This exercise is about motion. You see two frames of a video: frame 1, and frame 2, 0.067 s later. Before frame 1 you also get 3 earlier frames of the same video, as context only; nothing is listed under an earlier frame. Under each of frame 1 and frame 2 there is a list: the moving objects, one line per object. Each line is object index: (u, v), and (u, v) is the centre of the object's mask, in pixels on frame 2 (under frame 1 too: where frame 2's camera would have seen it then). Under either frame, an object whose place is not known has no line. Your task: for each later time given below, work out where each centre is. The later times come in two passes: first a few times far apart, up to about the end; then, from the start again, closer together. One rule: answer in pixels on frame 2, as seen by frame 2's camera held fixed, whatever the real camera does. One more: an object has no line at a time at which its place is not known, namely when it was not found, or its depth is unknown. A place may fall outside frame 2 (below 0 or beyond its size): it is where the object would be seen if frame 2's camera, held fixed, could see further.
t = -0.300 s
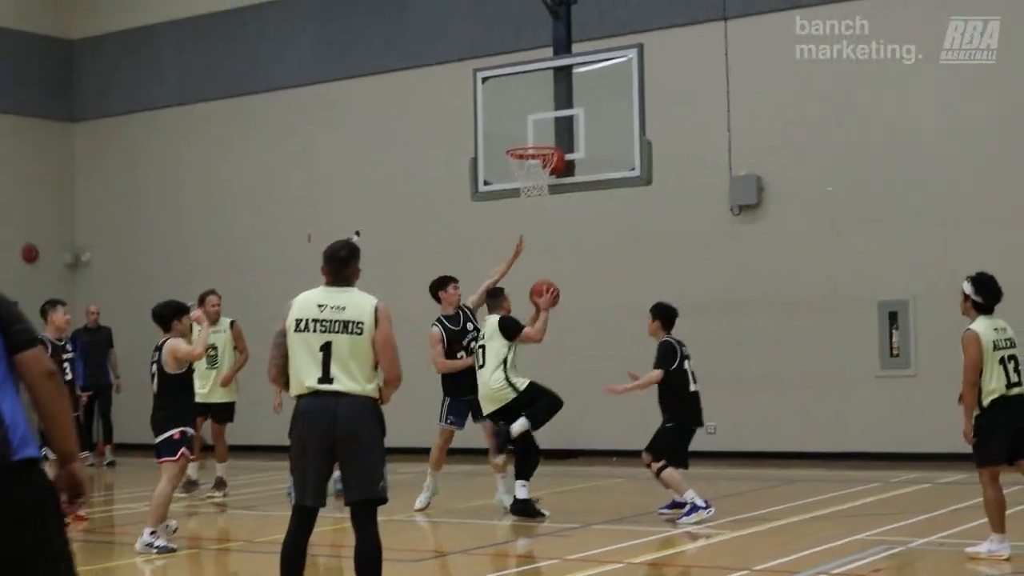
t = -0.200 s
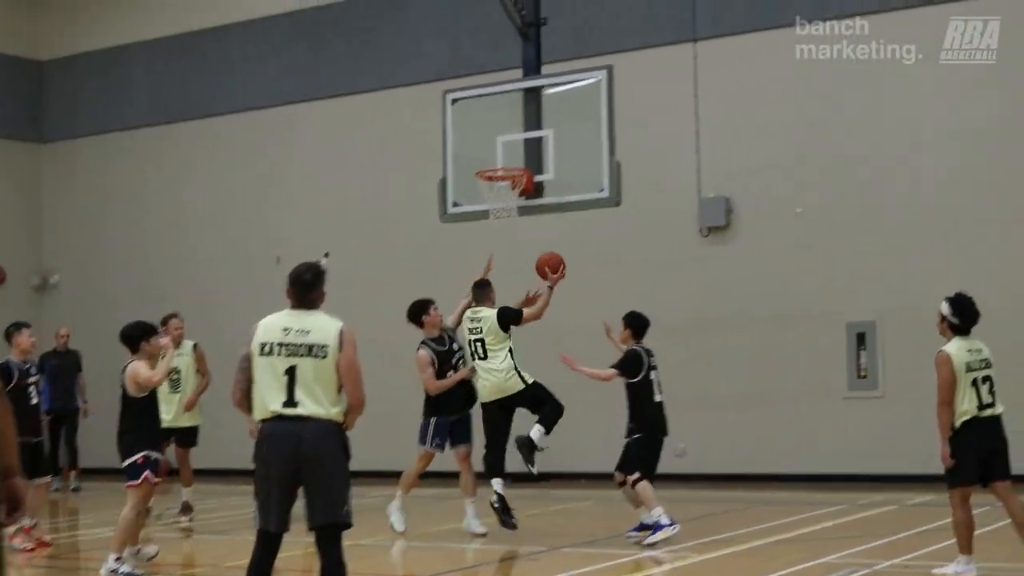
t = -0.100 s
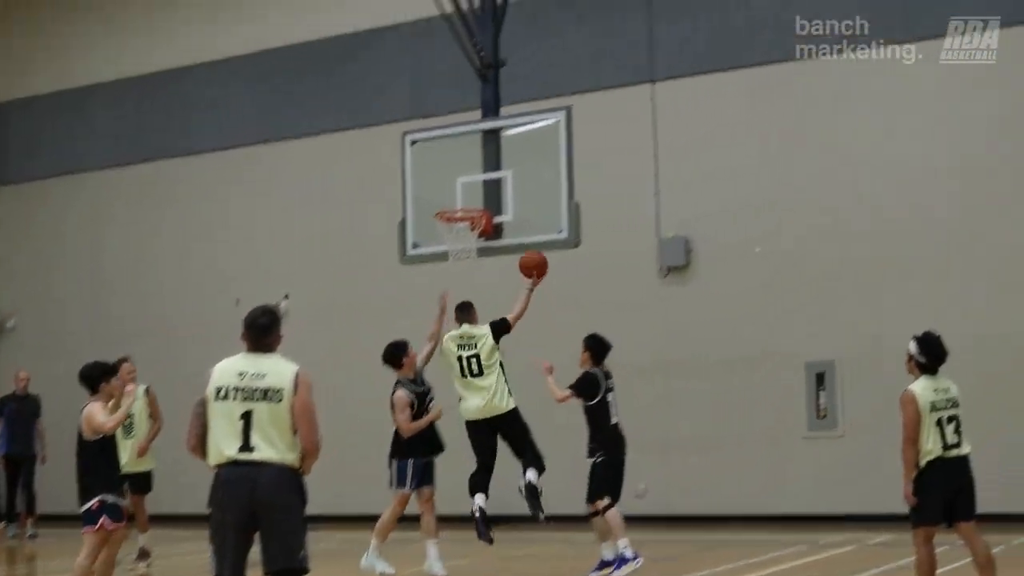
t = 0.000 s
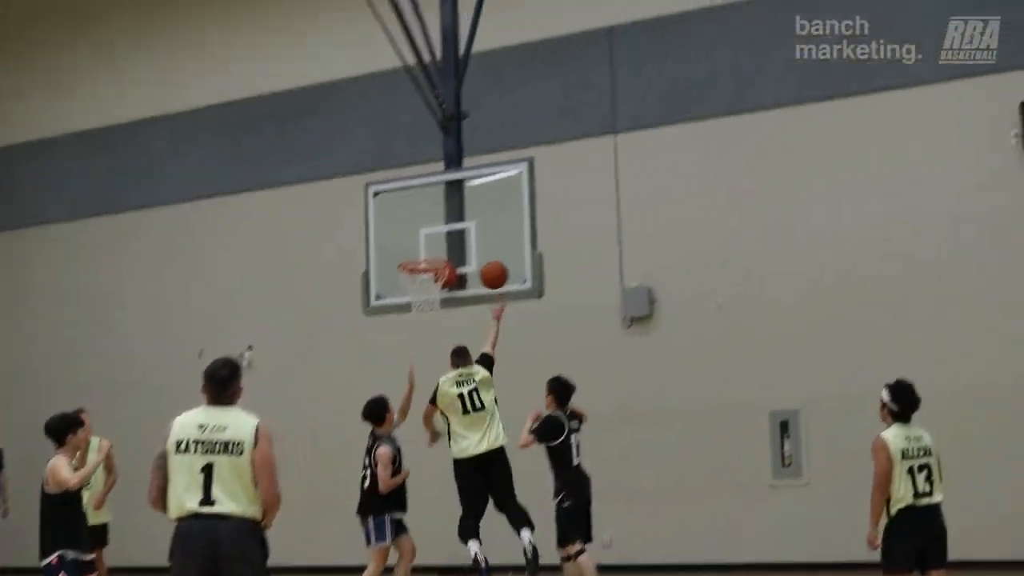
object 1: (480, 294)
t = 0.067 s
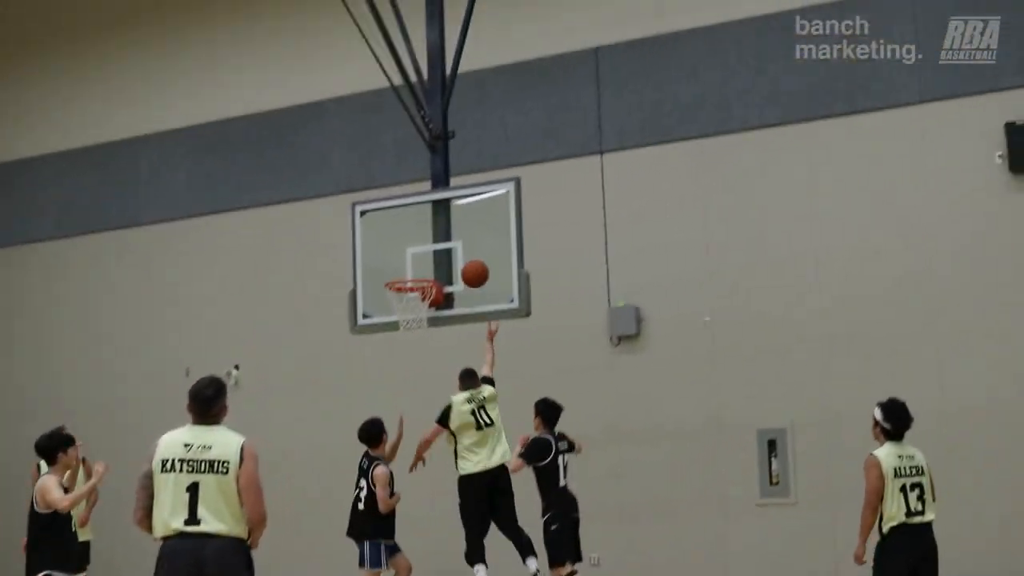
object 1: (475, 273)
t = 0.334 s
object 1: (454, 246)
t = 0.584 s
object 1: (418, 270)
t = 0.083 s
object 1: (473, 269)
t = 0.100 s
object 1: (472, 265)
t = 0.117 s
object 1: (471, 262)
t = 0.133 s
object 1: (469, 259)
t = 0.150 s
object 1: (468, 256)
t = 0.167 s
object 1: (466, 254)
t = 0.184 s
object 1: (465, 251)
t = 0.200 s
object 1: (464, 250)
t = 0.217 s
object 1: (462, 248)
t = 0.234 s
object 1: (461, 247)
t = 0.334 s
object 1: (454, 246)
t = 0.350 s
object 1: (453, 246)
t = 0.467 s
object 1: (440, 256)
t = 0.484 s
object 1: (437, 258)
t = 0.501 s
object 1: (435, 260)
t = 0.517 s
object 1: (430, 262)
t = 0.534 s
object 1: (427, 264)
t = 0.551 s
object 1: (424, 266)
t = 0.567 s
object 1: (421, 269)
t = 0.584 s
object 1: (418, 270)
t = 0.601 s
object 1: (414, 272)
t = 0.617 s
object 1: (410, 274)
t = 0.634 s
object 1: (408, 276)
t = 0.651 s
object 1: (404, 293)
